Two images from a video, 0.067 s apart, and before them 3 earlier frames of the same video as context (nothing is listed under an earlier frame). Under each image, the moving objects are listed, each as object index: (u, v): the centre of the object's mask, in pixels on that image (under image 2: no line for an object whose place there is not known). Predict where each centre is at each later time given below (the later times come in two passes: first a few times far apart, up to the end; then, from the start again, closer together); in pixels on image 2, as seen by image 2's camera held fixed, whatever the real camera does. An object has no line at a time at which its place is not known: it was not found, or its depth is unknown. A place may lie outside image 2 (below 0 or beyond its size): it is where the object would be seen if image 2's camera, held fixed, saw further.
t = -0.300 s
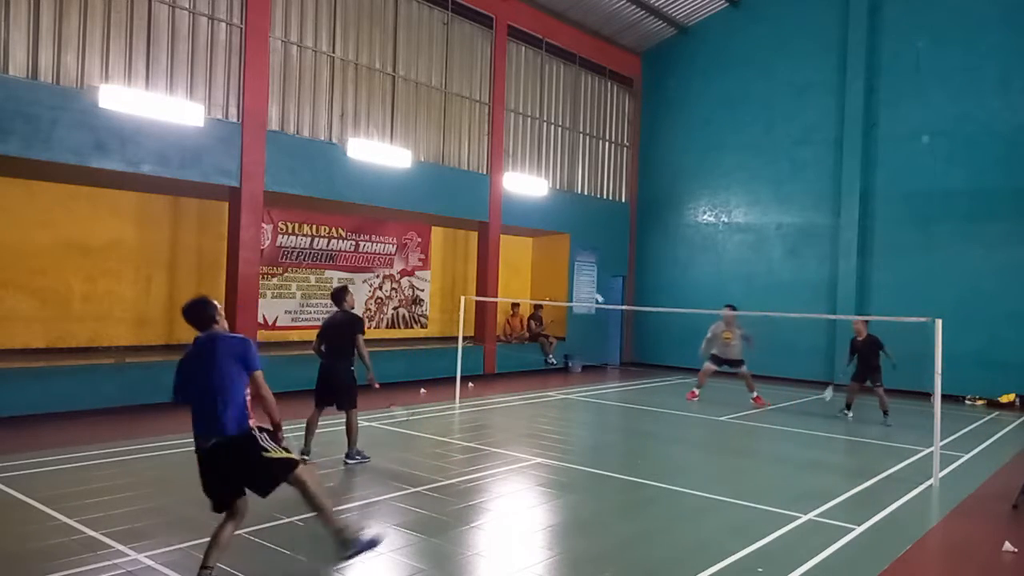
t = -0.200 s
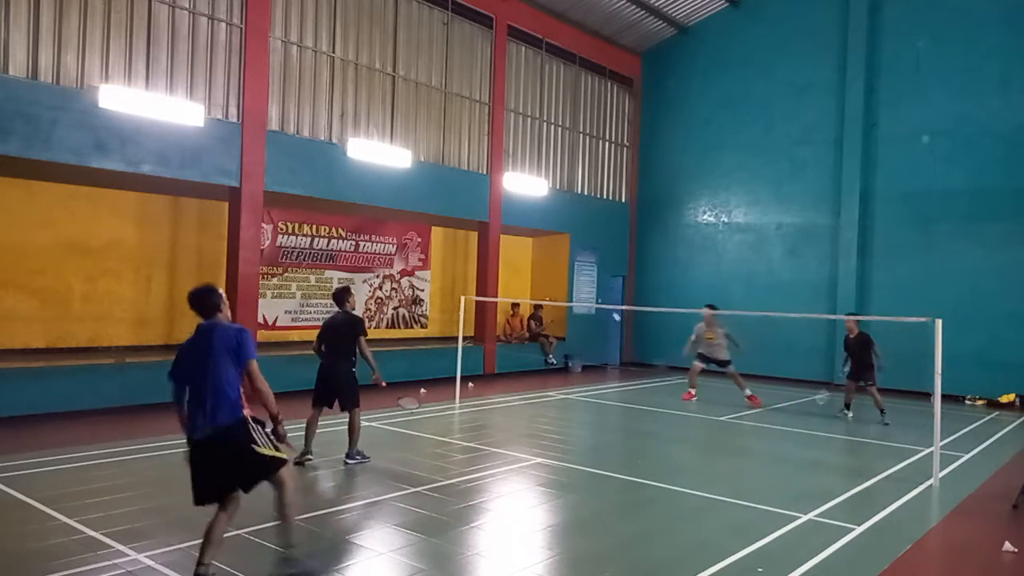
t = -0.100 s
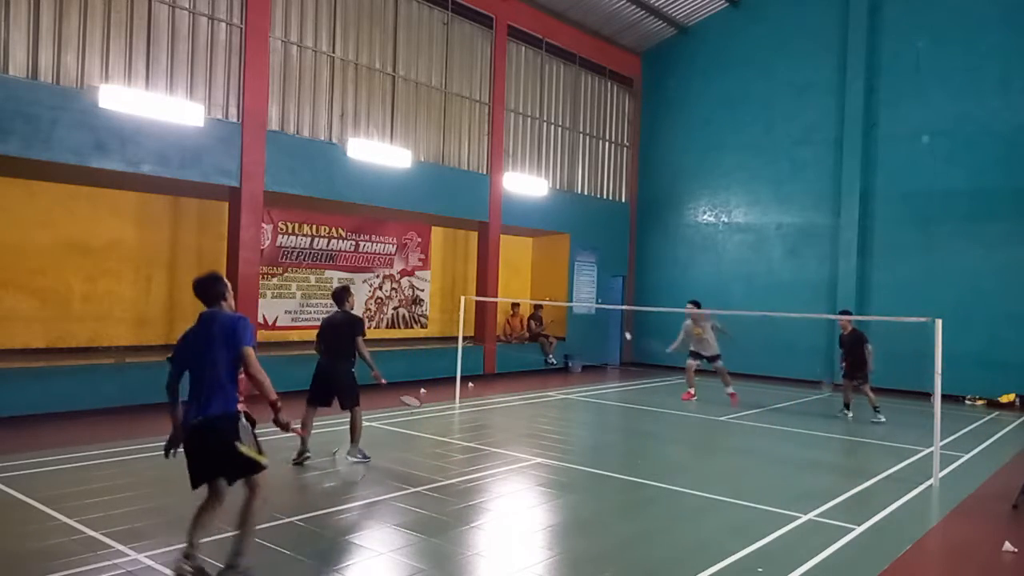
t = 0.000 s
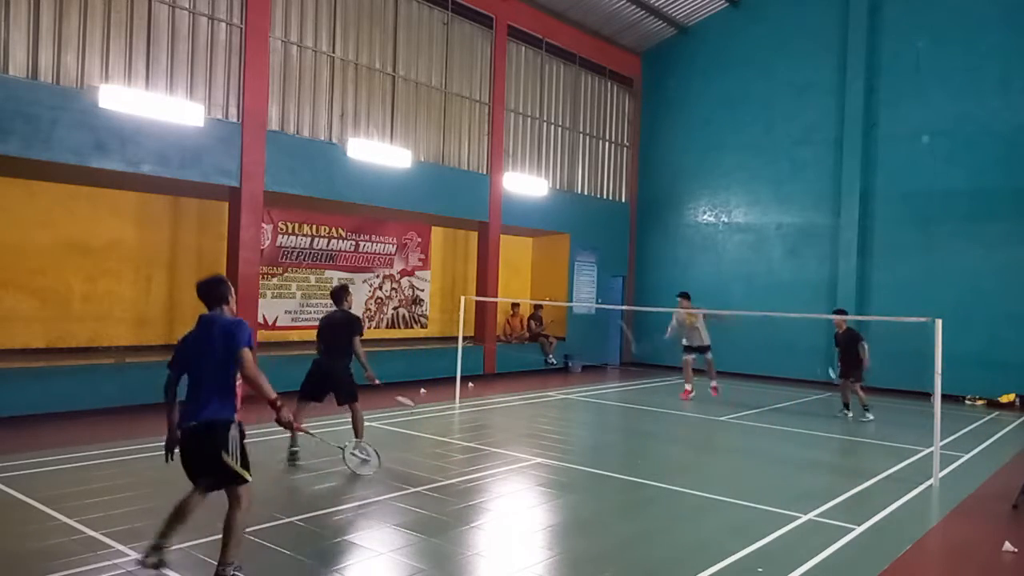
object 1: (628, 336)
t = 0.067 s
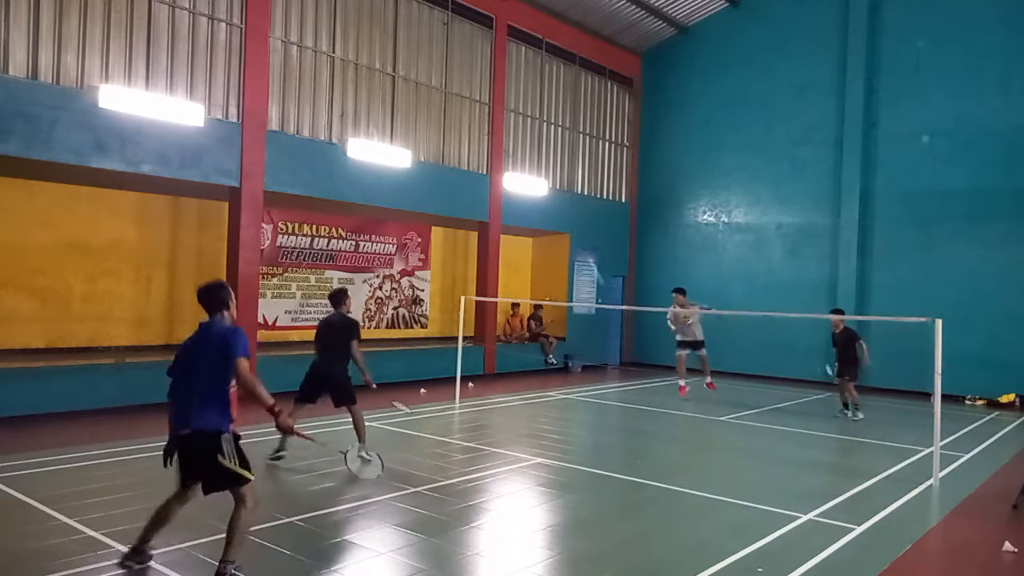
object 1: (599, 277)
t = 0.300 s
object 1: (511, 122)
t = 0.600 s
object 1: (408, 27)
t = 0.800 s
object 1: (333, 22)
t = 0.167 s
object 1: (557, 198)
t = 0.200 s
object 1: (544, 174)
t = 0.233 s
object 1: (533, 157)
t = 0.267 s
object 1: (521, 138)
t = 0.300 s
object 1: (511, 122)
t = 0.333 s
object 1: (499, 107)
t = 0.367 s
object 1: (488, 93)
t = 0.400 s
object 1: (477, 80)
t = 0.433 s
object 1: (465, 67)
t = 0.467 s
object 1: (454, 57)
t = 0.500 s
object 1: (442, 48)
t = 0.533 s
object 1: (431, 40)
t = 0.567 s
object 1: (419, 33)
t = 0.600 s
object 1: (408, 27)
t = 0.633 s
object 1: (395, 23)
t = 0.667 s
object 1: (383, 20)
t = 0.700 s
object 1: (371, 18)
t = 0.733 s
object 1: (358, 18)
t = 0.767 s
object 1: (346, 19)
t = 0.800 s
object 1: (333, 22)
